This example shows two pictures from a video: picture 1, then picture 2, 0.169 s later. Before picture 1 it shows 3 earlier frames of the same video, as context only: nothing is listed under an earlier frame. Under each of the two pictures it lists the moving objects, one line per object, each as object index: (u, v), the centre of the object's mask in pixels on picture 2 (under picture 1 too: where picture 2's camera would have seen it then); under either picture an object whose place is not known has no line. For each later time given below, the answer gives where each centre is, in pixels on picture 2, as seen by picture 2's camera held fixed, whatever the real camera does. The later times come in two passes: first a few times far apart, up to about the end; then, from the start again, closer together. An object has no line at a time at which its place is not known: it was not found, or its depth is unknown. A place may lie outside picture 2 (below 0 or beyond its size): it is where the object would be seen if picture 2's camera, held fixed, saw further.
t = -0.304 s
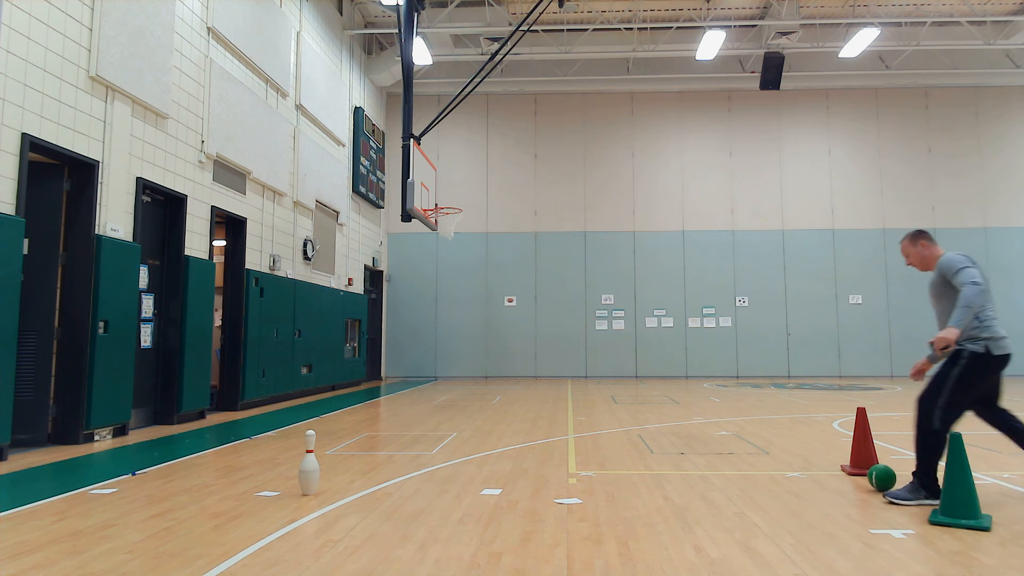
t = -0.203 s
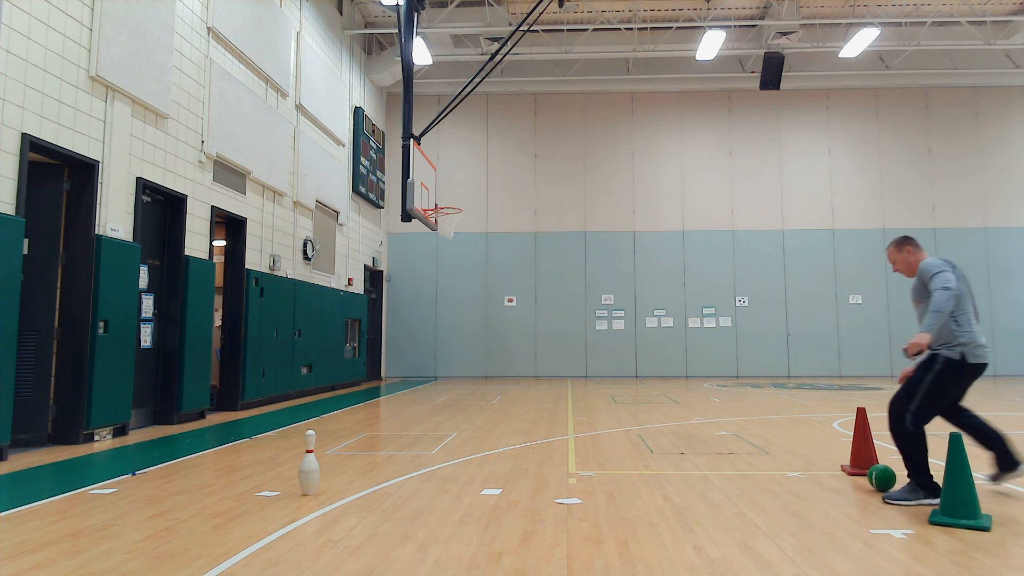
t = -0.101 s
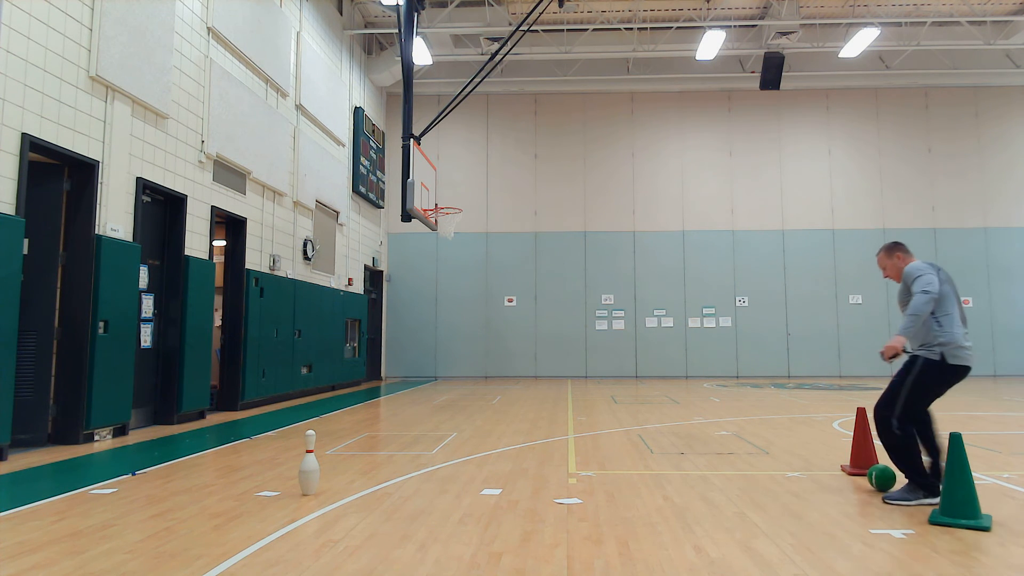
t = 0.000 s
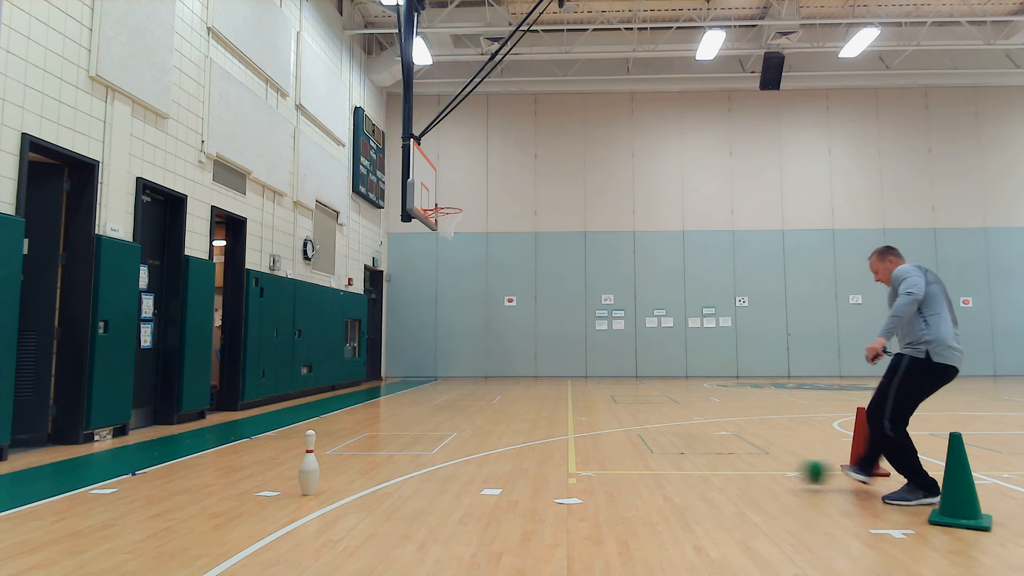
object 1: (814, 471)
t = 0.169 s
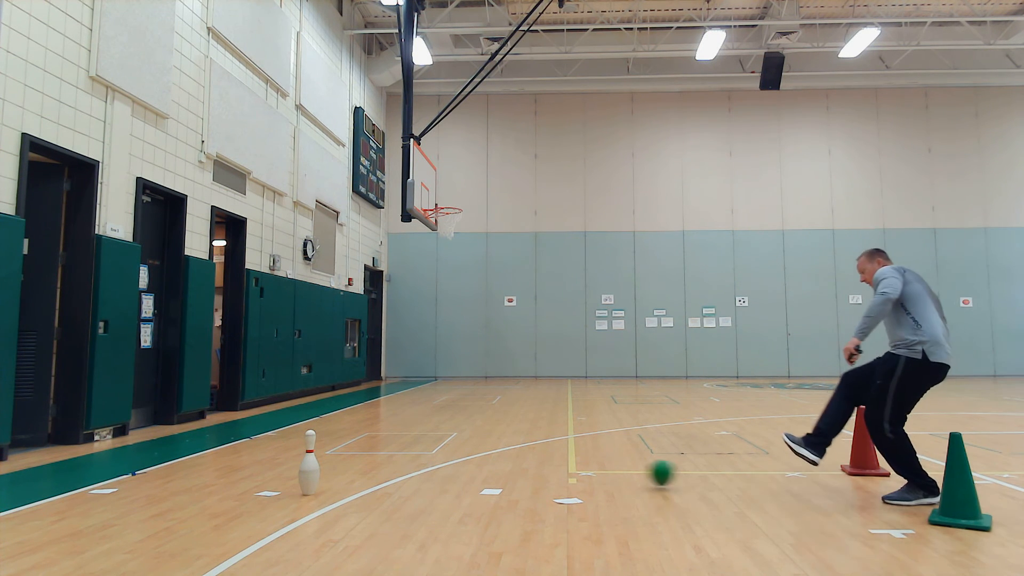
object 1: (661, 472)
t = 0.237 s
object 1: (615, 474)
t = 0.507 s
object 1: (456, 476)
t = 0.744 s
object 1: (328, 475)
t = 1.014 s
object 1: (187, 476)
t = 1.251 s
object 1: (73, 476)
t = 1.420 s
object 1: (5, 475)
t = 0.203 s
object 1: (638, 472)
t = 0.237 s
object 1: (615, 474)
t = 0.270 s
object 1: (593, 475)
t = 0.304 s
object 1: (573, 473)
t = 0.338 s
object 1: (553, 474)
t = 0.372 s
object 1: (534, 475)
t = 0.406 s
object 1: (514, 474)
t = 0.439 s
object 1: (495, 475)
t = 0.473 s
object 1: (475, 475)
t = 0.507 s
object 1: (456, 476)
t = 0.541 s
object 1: (437, 476)
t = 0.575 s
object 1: (419, 475)
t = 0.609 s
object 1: (400, 476)
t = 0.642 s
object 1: (381, 475)
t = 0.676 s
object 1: (363, 475)
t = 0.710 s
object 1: (345, 476)
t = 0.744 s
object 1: (328, 475)
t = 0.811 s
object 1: (289, 476)
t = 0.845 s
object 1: (273, 476)
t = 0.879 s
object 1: (255, 476)
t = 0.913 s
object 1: (238, 476)
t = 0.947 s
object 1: (221, 477)
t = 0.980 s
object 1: (204, 476)
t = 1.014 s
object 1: (187, 476)
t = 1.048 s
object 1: (171, 476)
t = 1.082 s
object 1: (154, 477)
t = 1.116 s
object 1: (137, 476)
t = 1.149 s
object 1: (122, 476)
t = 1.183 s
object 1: (105, 476)
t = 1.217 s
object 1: (89, 476)
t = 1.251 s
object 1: (73, 476)
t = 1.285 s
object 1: (58, 476)
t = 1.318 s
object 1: (43, 476)
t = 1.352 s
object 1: (28, 477)
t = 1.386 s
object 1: (13, 476)
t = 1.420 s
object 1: (5, 475)
